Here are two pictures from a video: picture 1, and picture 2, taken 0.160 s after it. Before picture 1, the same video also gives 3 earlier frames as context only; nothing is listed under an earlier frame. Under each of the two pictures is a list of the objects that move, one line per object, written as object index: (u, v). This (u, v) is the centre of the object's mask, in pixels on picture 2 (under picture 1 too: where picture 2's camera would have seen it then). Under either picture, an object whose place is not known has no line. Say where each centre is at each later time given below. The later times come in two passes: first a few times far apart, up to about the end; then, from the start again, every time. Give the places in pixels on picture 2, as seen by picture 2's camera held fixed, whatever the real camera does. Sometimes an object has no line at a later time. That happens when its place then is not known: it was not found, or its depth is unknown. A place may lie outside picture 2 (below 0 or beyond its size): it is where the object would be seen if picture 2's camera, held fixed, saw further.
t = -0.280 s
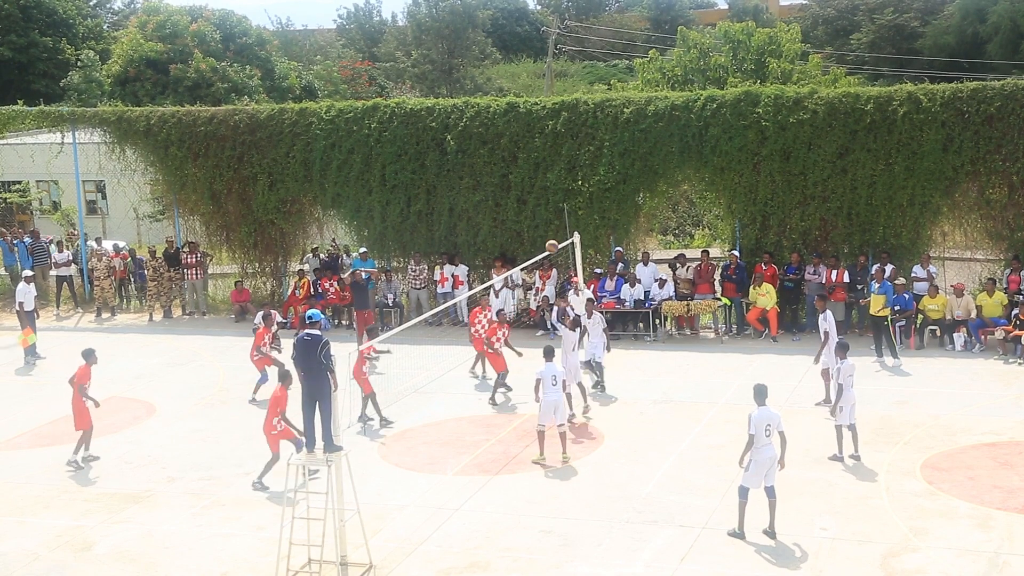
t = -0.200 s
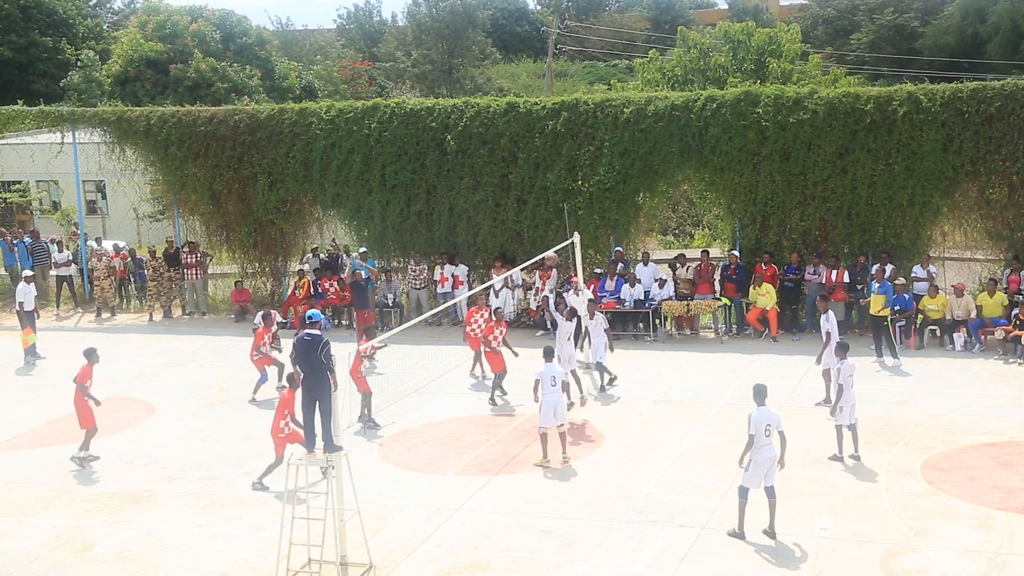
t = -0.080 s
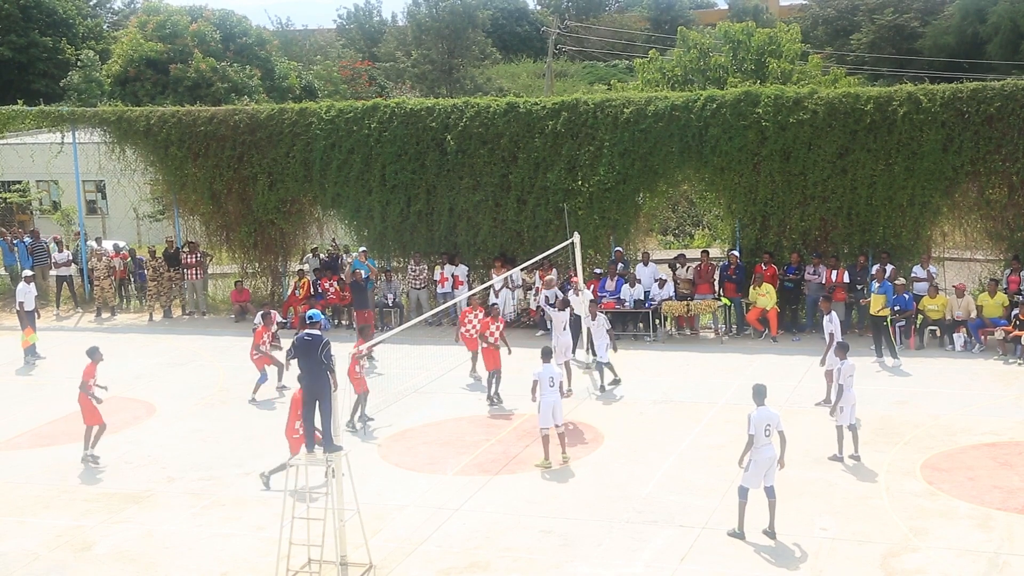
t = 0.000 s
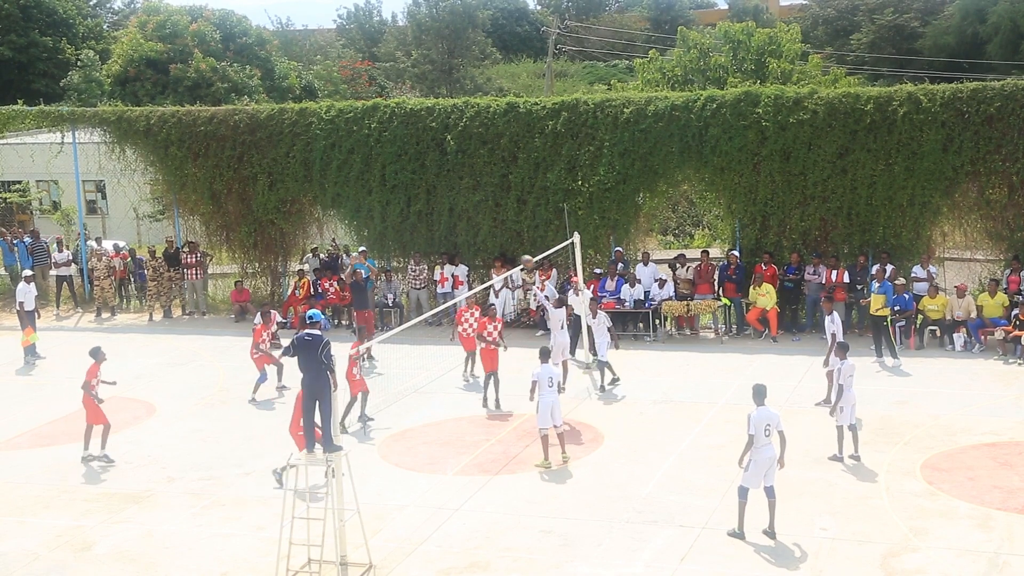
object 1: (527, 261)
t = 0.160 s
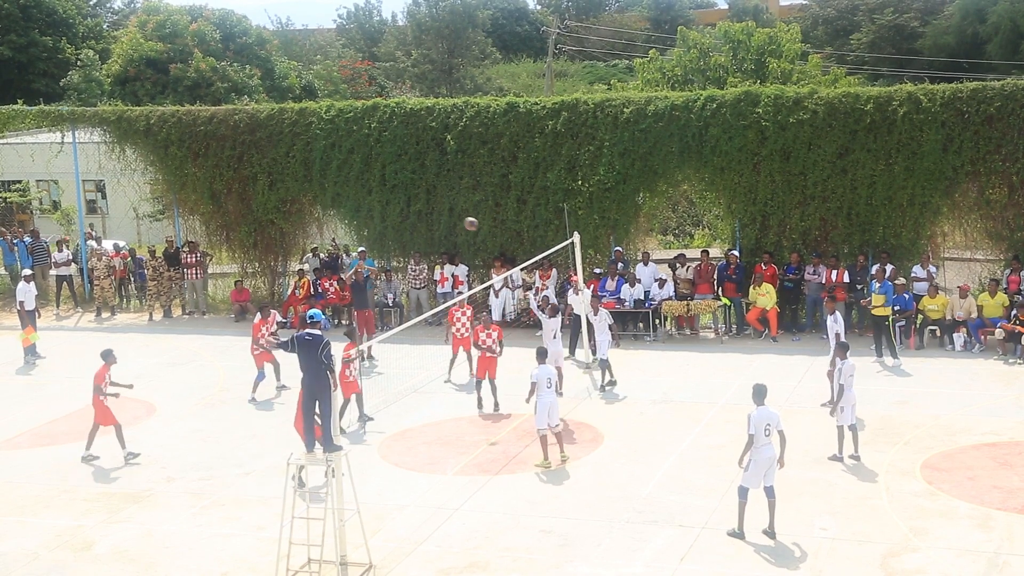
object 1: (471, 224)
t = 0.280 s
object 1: (432, 206)
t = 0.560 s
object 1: (347, 199)
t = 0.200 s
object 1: (457, 217)
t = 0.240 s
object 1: (444, 211)
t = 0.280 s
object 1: (432, 206)
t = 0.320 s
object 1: (419, 202)
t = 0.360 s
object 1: (406, 200)
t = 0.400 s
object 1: (394, 198)
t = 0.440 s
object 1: (382, 197)
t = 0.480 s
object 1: (370, 197)
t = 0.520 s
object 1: (358, 198)
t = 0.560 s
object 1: (347, 199)
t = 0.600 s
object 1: (336, 202)
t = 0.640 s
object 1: (324, 206)
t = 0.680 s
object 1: (314, 209)
